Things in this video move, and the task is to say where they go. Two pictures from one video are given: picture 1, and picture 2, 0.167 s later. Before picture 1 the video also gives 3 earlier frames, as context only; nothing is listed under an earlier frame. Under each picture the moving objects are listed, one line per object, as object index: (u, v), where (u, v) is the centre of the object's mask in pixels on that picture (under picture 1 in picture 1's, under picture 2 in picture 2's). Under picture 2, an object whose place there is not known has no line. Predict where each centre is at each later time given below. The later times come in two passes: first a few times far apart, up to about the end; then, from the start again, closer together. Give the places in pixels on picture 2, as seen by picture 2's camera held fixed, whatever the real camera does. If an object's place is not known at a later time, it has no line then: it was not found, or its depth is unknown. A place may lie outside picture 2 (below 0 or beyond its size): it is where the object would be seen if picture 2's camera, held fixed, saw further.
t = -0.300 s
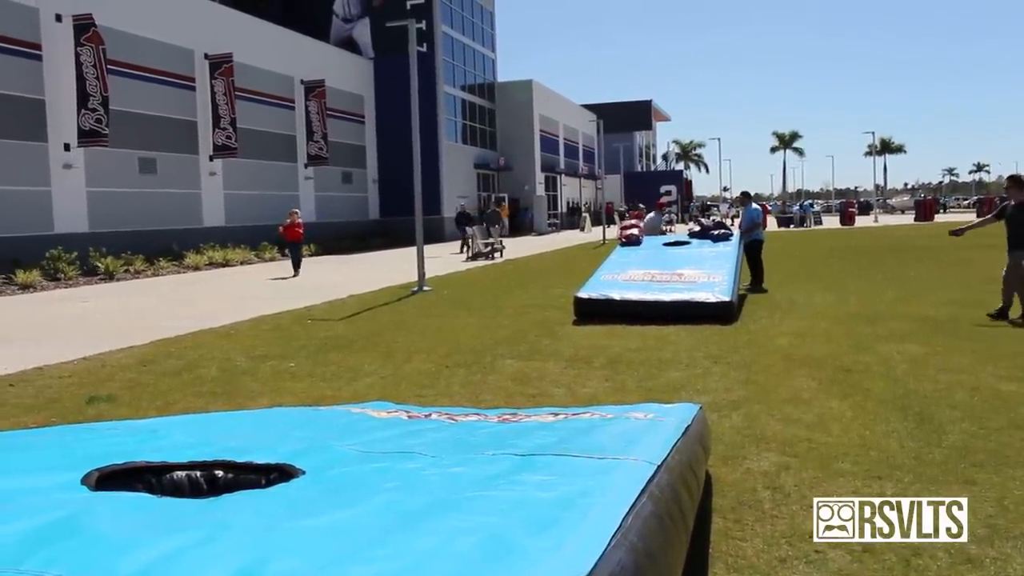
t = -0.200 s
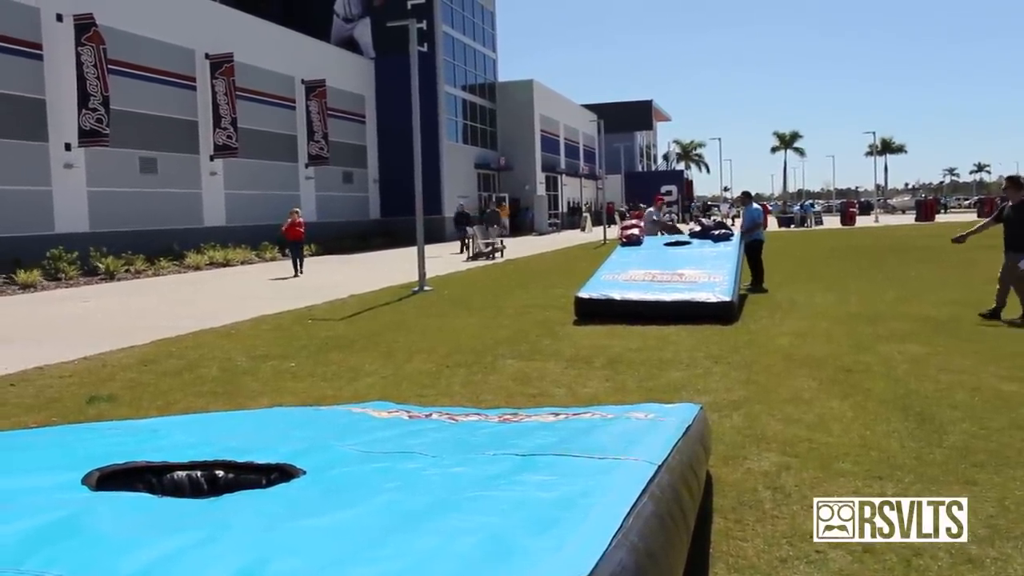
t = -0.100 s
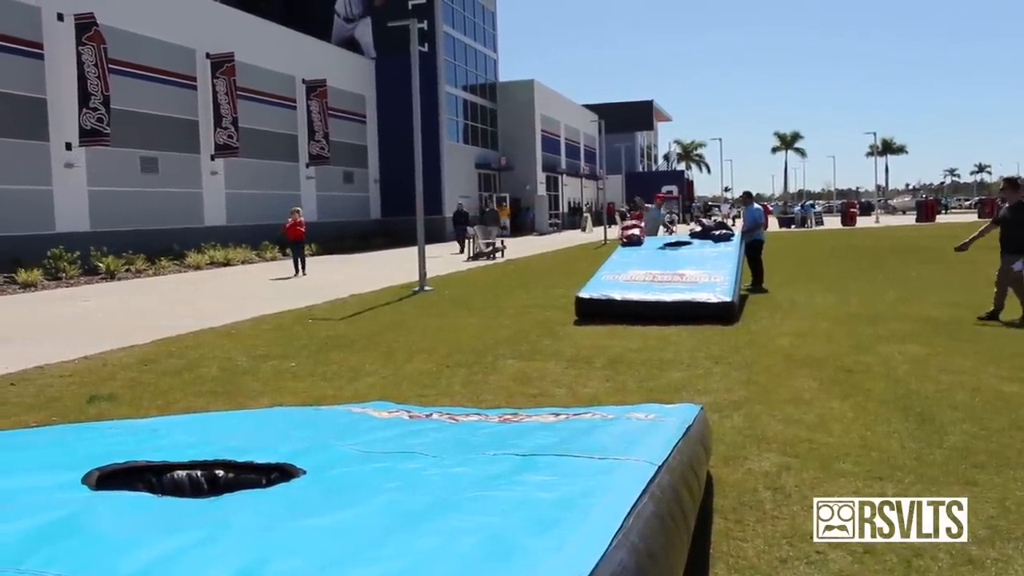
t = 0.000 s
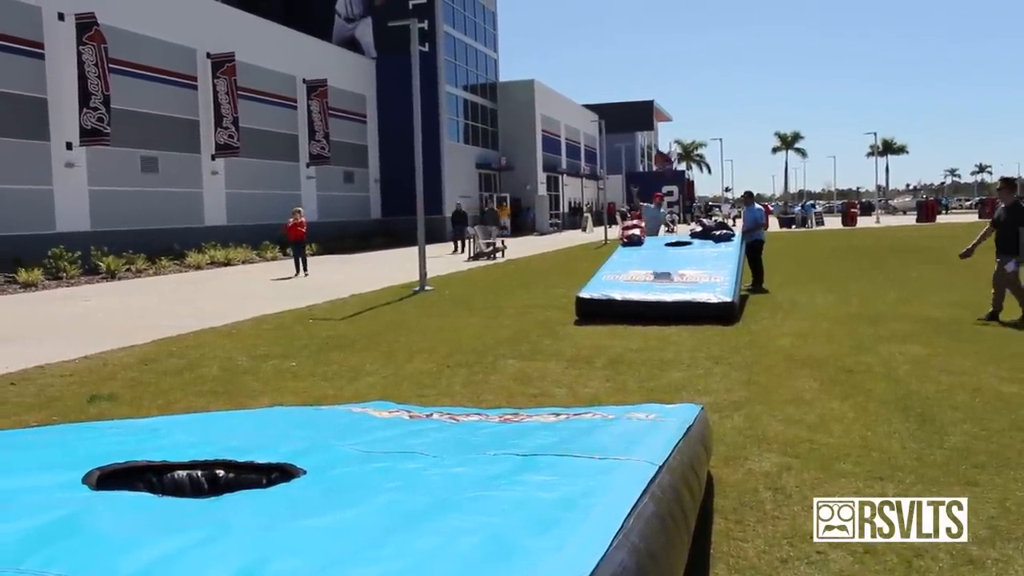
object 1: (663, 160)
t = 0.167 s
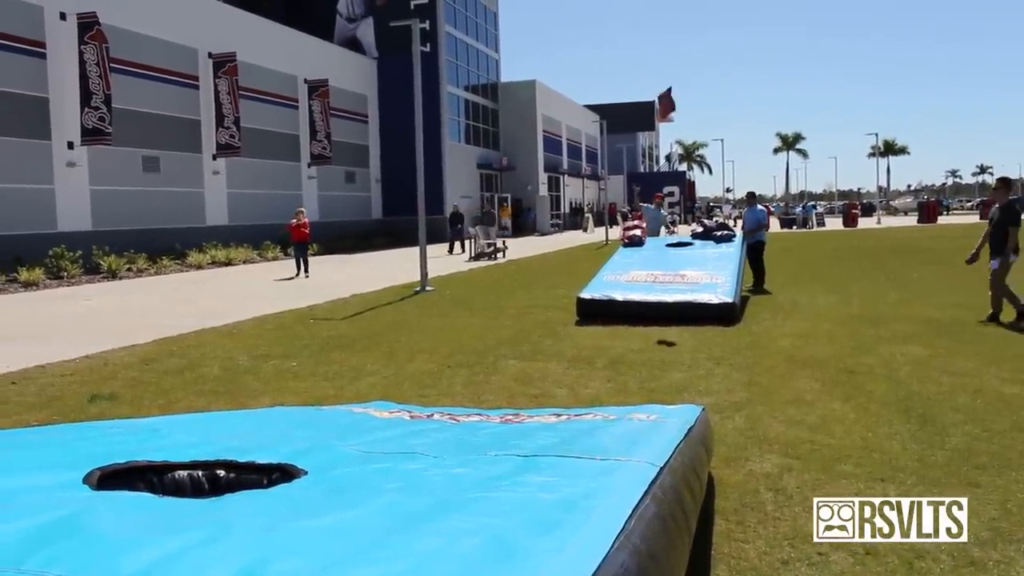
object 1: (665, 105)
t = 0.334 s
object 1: (685, 45)
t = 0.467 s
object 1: (708, 19)
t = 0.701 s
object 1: (788, 35)
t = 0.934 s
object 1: (883, 175)
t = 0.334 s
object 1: (685, 45)
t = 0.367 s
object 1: (690, 37)
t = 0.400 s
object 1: (695, 30)
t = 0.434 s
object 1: (702, 23)
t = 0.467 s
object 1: (708, 19)
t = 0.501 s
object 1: (719, 16)
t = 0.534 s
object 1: (730, 14)
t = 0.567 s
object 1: (742, 15)
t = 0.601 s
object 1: (752, 18)
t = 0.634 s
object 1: (764, 23)
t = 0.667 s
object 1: (777, 29)
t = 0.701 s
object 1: (788, 35)
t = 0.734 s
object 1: (801, 45)
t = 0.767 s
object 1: (814, 57)
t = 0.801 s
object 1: (827, 72)
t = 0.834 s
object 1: (841, 90)
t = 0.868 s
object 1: (855, 115)
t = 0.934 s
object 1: (883, 175)
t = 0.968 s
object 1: (894, 212)
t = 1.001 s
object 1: (905, 249)
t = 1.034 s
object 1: (913, 291)
